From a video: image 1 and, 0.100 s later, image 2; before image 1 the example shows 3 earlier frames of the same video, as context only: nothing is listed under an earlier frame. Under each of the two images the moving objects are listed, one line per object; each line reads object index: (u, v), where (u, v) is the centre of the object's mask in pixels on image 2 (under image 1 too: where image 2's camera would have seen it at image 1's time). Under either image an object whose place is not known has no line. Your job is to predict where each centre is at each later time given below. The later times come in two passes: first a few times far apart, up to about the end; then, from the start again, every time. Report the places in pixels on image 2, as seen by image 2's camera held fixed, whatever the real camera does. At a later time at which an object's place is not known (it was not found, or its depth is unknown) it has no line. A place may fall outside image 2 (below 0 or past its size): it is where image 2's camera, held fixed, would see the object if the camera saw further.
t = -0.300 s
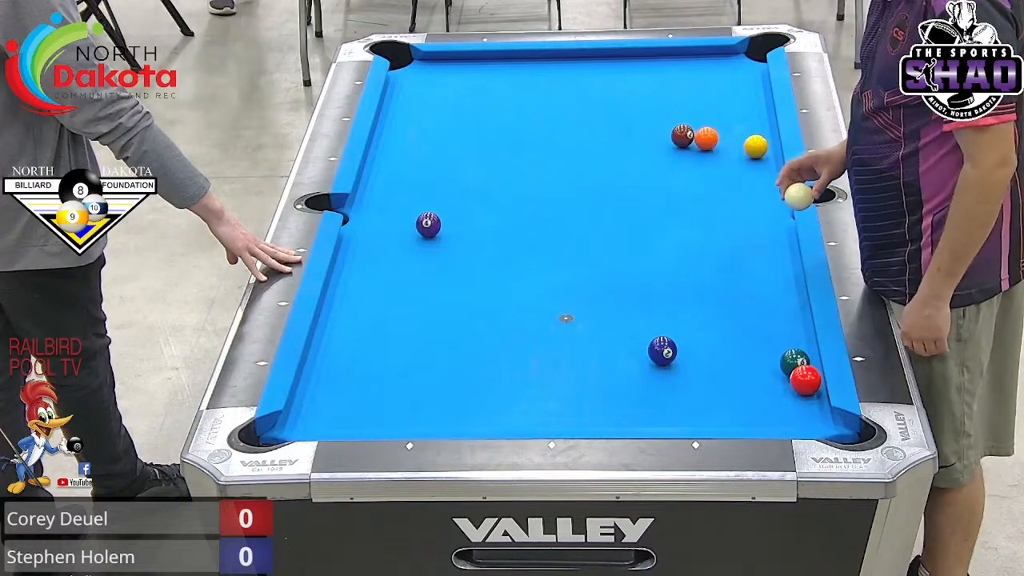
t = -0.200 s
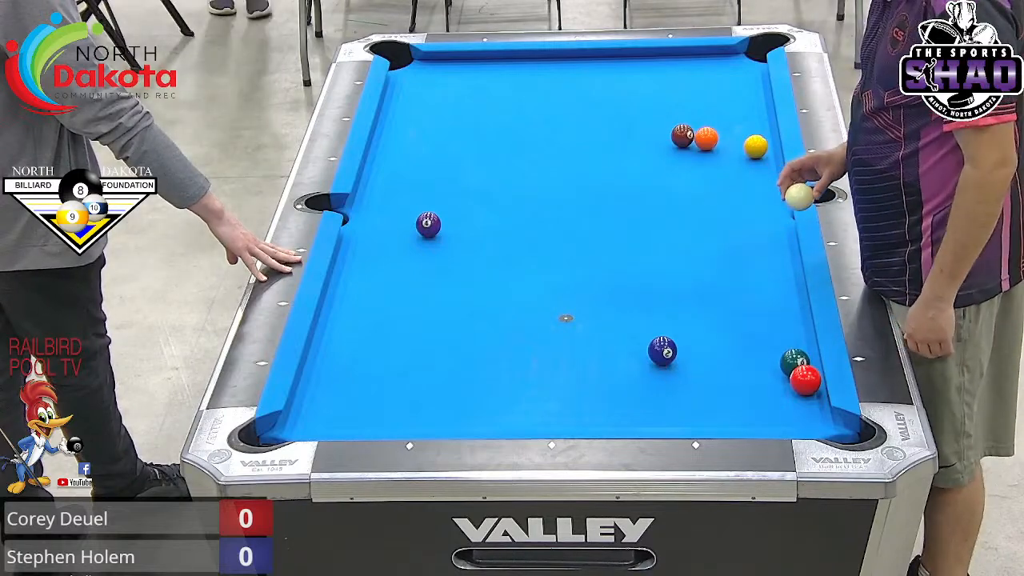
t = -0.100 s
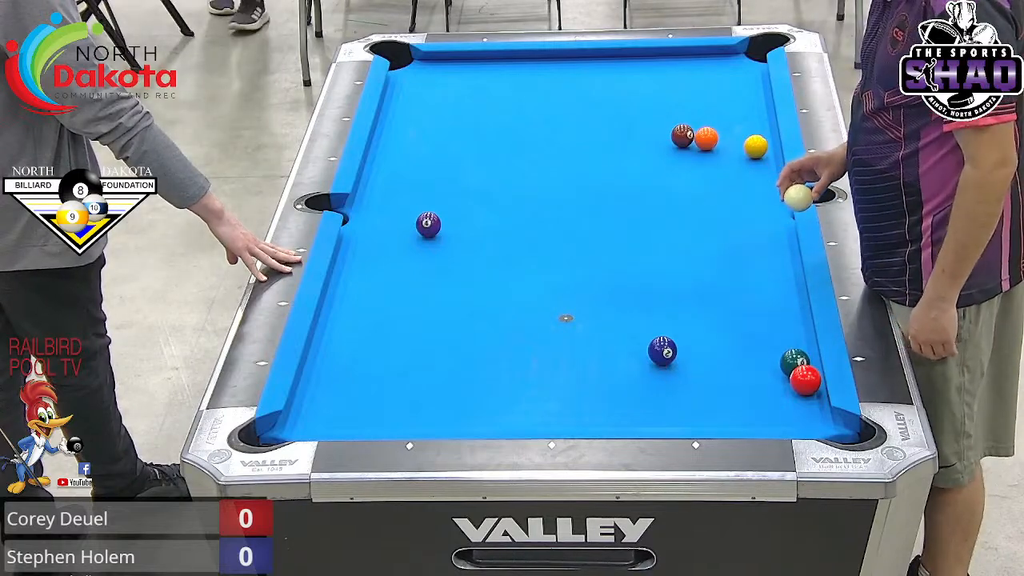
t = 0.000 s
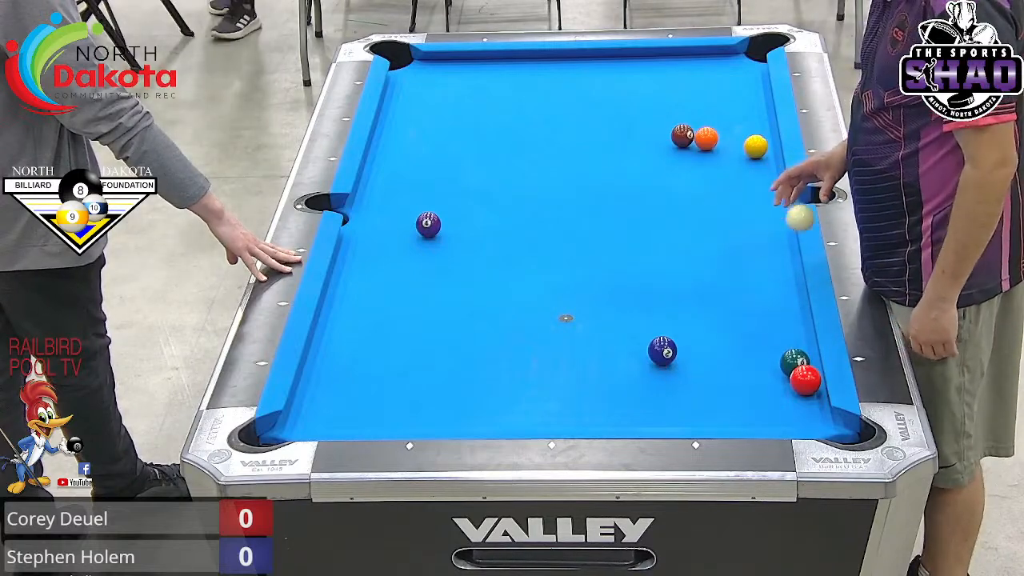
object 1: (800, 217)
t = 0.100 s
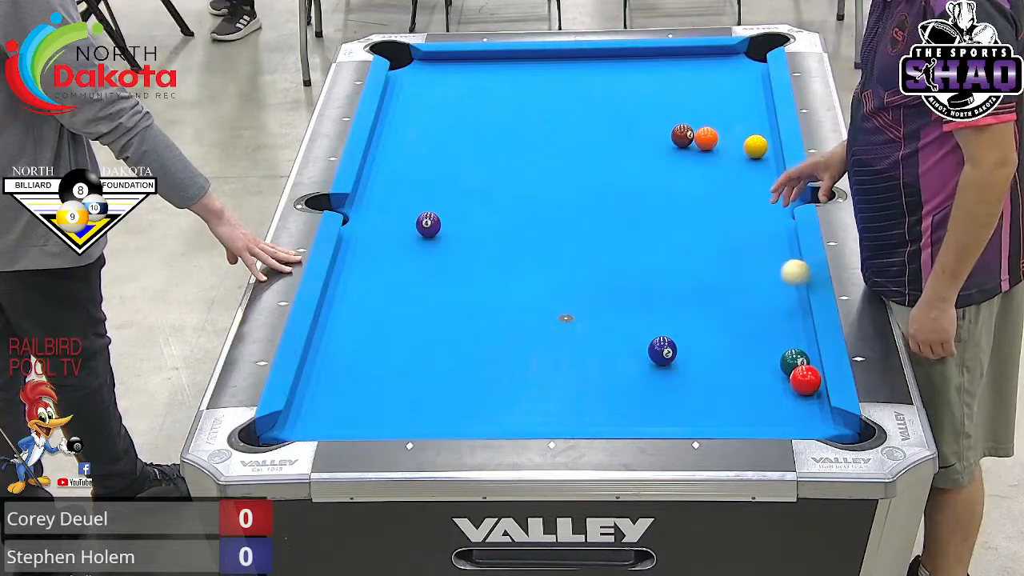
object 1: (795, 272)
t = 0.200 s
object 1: (734, 269)
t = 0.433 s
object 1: (593, 290)
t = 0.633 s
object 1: (476, 292)
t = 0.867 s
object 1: (342, 294)
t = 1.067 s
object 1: (398, 294)
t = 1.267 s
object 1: (462, 292)
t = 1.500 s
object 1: (535, 291)
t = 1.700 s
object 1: (596, 290)
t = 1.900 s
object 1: (655, 289)
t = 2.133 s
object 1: (722, 287)
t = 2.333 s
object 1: (777, 286)
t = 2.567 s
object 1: (764, 285)
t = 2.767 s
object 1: (734, 284)
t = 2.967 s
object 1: (705, 284)
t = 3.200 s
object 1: (674, 283)
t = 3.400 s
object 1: (649, 282)
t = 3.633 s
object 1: (622, 281)
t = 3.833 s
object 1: (601, 280)
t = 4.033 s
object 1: (581, 279)
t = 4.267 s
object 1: (560, 278)
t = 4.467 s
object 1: (544, 278)
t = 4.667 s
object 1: (530, 277)
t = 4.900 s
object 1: (515, 276)
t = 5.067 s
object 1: (506, 276)
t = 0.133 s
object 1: (775, 267)
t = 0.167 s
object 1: (754, 265)
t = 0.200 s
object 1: (734, 269)
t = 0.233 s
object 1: (713, 278)
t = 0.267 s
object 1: (693, 288)
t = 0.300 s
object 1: (672, 283)
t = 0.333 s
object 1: (653, 284)
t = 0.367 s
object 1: (633, 289)
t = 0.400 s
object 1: (613, 288)
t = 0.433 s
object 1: (593, 290)
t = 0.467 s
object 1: (573, 291)
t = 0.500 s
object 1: (553, 291)
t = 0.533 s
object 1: (534, 291)
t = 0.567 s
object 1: (514, 291)
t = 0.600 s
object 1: (495, 292)
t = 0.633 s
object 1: (476, 292)
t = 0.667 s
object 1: (456, 293)
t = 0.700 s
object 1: (437, 293)
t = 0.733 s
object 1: (418, 293)
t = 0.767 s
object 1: (399, 294)
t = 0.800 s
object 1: (380, 294)
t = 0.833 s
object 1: (361, 294)
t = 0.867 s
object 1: (342, 294)
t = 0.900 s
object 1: (339, 294)
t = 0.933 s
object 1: (353, 294)
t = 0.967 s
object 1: (365, 294)
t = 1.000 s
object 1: (376, 294)
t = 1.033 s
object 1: (387, 294)
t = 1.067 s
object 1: (398, 294)
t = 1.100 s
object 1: (409, 293)
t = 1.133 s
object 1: (420, 293)
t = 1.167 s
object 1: (430, 293)
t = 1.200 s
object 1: (441, 293)
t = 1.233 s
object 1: (452, 293)
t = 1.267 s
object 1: (462, 292)
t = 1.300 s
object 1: (473, 292)
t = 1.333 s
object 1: (483, 292)
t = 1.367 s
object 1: (494, 292)
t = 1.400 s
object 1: (504, 292)
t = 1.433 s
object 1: (515, 291)
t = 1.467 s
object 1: (525, 291)
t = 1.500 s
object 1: (535, 291)
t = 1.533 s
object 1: (546, 291)
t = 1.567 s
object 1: (555, 290)
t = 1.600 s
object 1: (565, 290)
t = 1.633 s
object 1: (576, 290)
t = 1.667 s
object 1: (586, 290)
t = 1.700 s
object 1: (596, 290)
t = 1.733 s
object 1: (606, 289)
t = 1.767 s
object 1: (616, 289)
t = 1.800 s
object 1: (625, 289)
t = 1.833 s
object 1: (635, 289)
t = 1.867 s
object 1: (645, 289)
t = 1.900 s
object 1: (655, 289)
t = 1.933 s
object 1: (664, 288)
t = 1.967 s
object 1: (674, 288)
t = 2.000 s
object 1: (683, 288)
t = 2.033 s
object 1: (693, 288)
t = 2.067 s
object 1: (702, 288)
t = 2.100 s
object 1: (712, 287)
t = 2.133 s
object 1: (722, 287)
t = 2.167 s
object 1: (731, 287)
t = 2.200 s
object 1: (740, 286)
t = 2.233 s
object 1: (750, 286)
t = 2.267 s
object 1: (759, 286)
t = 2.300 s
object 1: (768, 286)
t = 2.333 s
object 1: (777, 286)
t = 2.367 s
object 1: (786, 285)
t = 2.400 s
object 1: (792, 285)
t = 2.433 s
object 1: (786, 285)
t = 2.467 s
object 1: (780, 285)
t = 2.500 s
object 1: (775, 285)
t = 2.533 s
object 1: (770, 285)
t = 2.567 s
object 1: (764, 285)
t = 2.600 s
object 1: (759, 285)
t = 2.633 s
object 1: (754, 285)
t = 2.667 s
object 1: (749, 285)
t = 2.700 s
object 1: (744, 284)
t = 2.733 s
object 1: (739, 284)
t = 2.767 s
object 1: (734, 284)
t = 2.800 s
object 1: (729, 284)
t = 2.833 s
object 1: (724, 284)
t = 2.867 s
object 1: (719, 284)
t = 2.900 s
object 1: (714, 284)
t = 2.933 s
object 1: (710, 284)
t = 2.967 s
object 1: (705, 284)
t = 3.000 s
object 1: (701, 284)
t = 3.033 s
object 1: (696, 283)
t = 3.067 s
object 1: (691, 283)
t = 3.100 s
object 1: (687, 283)
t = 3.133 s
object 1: (683, 283)
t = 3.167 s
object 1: (678, 283)
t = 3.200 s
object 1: (674, 283)
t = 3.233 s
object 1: (669, 283)
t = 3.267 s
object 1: (665, 282)
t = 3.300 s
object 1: (661, 282)
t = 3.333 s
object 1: (657, 282)
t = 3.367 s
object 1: (653, 282)
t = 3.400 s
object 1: (649, 282)
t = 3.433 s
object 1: (645, 282)
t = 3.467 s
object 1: (641, 282)
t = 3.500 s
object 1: (637, 281)
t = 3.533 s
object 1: (634, 281)
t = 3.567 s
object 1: (629, 281)
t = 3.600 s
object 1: (626, 281)
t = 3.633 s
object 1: (622, 281)
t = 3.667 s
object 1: (618, 281)
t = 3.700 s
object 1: (614, 280)
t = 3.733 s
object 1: (611, 280)
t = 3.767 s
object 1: (608, 280)
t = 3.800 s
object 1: (604, 280)
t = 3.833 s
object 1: (601, 280)
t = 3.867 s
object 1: (597, 280)
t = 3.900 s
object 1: (594, 279)
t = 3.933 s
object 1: (591, 279)
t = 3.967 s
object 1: (587, 279)
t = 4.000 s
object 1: (584, 279)
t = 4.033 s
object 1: (581, 279)
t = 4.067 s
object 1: (578, 279)
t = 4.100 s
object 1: (575, 278)
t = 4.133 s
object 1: (572, 278)
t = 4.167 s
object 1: (569, 278)
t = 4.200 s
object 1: (566, 278)
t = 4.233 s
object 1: (563, 278)
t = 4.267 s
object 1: (560, 278)
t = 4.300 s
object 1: (557, 278)
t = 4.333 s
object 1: (555, 278)
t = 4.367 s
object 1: (552, 278)
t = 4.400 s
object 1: (549, 278)
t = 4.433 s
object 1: (547, 278)
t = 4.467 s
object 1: (544, 278)
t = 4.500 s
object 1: (542, 277)
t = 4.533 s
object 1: (539, 277)
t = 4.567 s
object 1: (537, 277)
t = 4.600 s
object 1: (534, 277)
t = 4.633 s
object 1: (532, 277)
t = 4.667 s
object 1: (530, 277)
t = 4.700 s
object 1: (527, 277)
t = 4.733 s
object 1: (525, 277)
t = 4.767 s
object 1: (523, 277)
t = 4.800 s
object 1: (521, 276)
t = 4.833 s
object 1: (519, 276)
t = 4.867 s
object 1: (517, 276)
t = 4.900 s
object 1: (515, 276)
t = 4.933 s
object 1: (513, 276)
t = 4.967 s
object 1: (511, 276)
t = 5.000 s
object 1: (510, 276)
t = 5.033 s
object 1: (508, 276)
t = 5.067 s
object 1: (506, 276)
